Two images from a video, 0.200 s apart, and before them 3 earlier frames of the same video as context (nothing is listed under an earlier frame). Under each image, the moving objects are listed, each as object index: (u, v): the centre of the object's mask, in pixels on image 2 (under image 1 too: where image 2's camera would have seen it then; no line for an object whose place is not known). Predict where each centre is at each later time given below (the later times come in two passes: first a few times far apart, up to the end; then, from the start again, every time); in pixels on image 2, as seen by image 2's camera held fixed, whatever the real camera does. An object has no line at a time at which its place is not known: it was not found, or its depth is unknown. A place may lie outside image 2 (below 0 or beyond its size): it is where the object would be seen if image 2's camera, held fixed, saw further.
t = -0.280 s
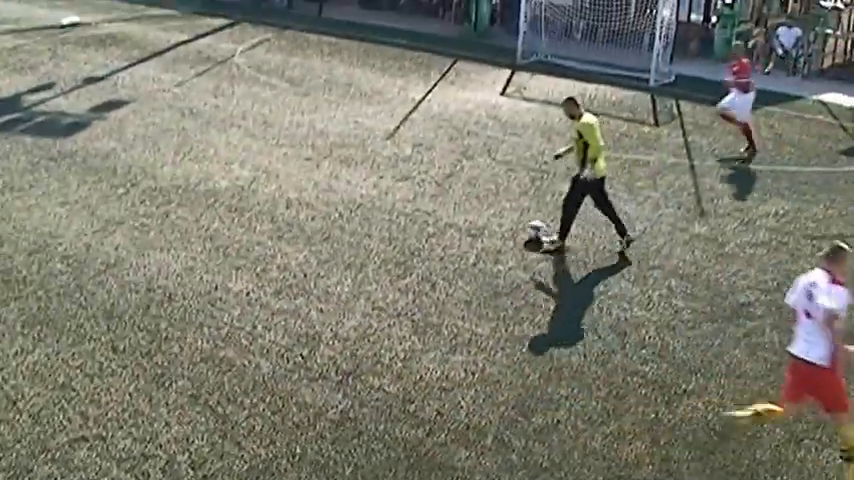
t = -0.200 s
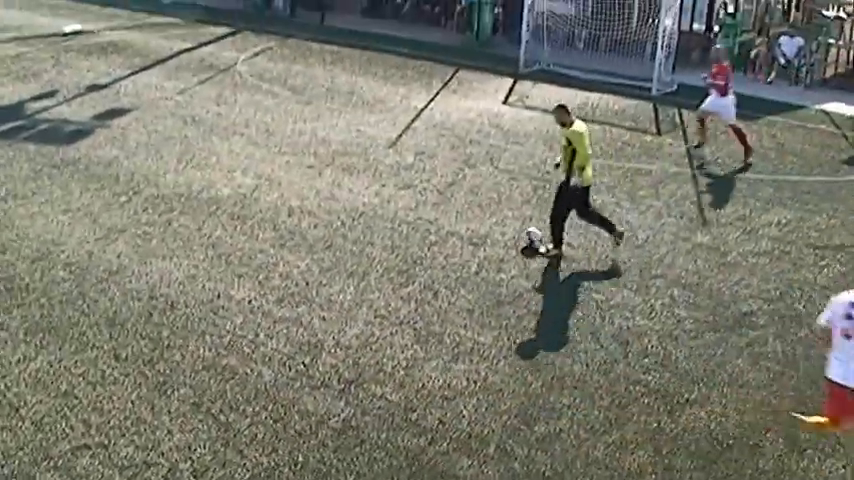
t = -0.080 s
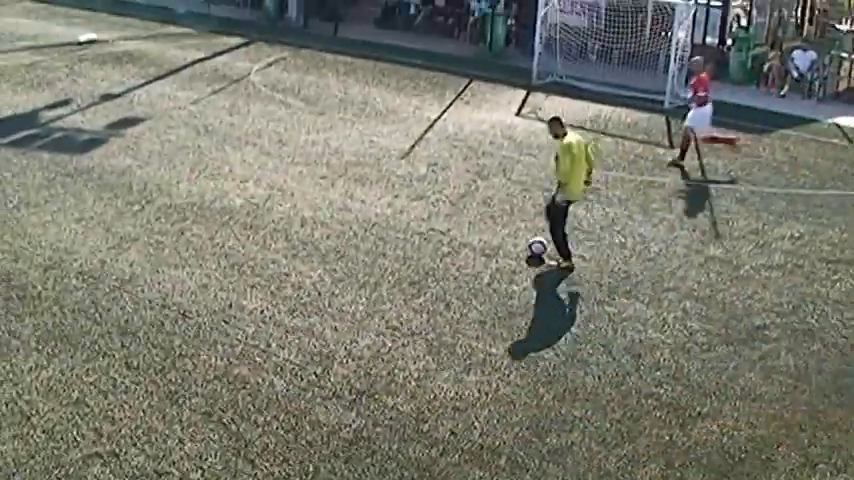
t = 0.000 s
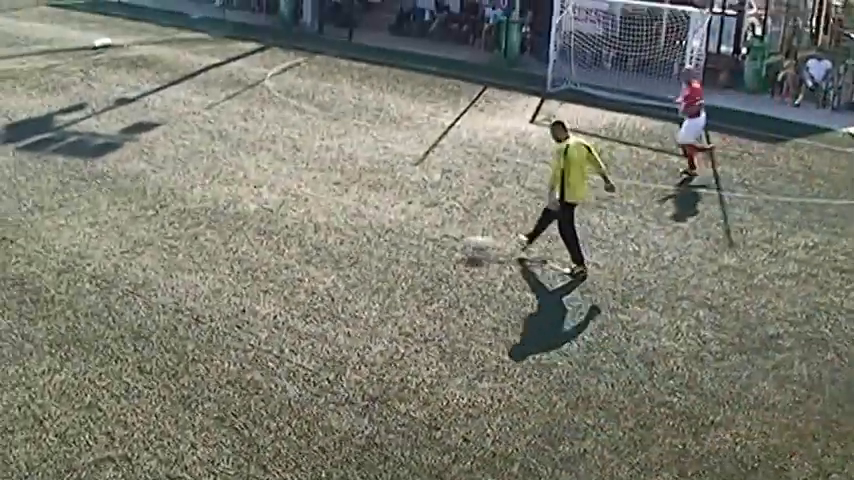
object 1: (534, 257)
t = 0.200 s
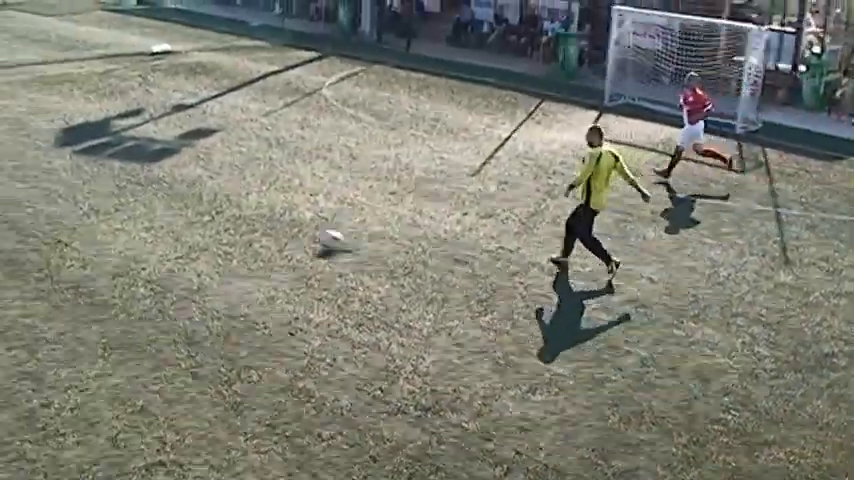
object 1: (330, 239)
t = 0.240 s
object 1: (295, 235)
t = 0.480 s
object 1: (104, 219)
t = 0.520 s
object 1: (78, 217)
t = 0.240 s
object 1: (295, 235)
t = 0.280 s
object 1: (261, 232)
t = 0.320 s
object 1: (226, 230)
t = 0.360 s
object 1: (195, 226)
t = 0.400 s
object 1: (163, 224)
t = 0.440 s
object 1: (132, 221)
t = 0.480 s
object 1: (104, 219)
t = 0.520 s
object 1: (78, 217)
